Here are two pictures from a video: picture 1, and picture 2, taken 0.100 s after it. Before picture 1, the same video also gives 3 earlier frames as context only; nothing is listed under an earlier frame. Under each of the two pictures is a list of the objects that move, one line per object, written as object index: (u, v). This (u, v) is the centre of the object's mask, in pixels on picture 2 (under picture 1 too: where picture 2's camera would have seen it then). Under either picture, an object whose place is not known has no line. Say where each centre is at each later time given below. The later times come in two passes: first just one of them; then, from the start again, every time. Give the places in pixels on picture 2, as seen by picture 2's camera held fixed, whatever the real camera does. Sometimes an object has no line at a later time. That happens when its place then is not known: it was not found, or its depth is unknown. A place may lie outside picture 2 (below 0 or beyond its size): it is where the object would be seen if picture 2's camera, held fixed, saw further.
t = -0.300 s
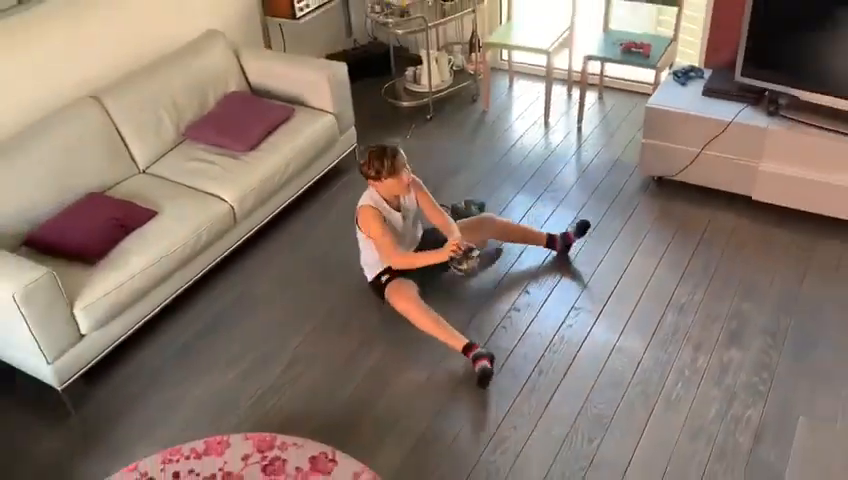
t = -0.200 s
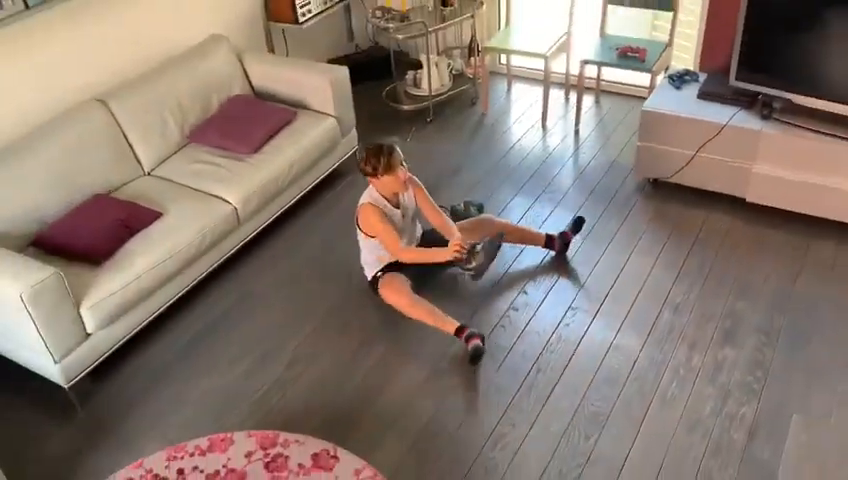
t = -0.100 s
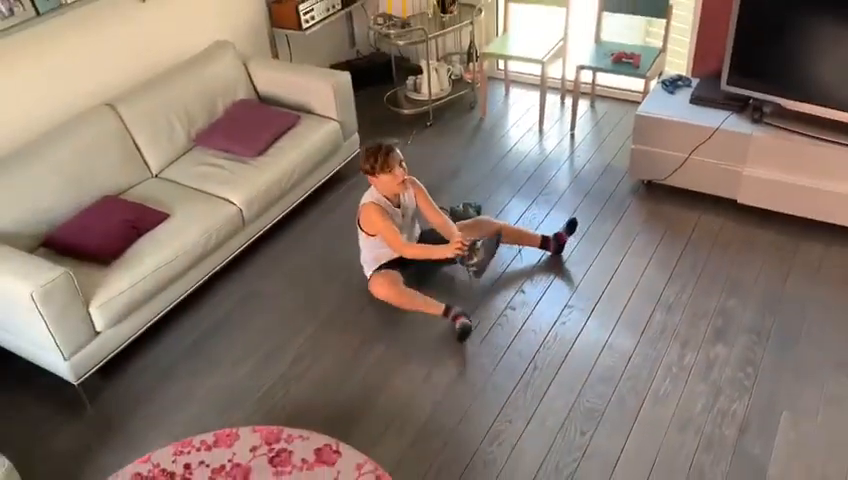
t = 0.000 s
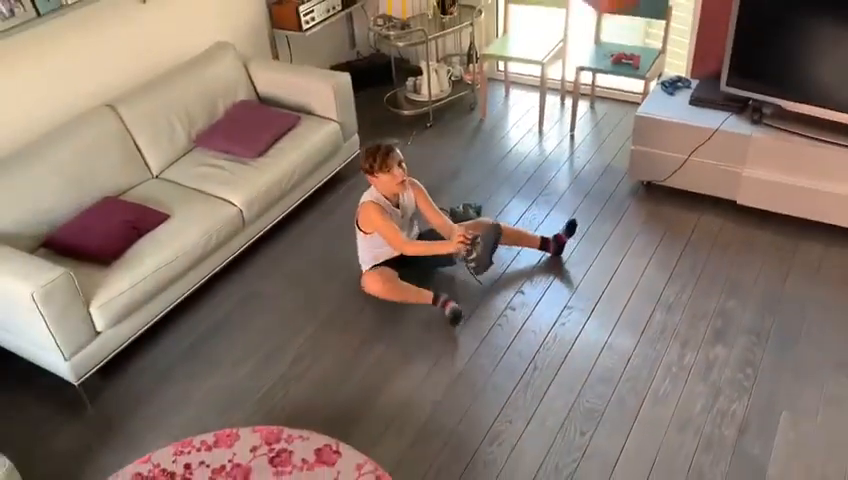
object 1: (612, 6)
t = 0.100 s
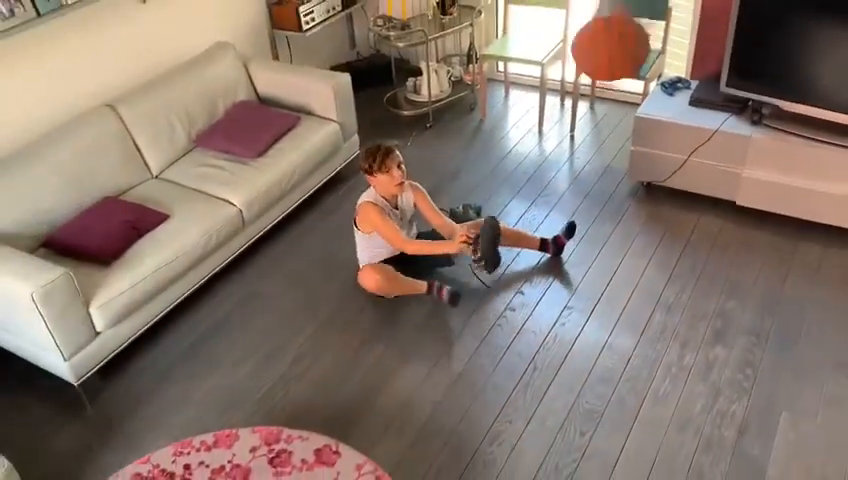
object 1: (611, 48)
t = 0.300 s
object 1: (598, 240)
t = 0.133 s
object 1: (609, 78)
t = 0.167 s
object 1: (607, 109)
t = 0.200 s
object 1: (605, 141)
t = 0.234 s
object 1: (603, 174)
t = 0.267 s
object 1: (600, 207)
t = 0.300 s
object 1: (598, 240)
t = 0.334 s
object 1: (595, 277)
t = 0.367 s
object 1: (594, 312)
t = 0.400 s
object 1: (591, 343)
